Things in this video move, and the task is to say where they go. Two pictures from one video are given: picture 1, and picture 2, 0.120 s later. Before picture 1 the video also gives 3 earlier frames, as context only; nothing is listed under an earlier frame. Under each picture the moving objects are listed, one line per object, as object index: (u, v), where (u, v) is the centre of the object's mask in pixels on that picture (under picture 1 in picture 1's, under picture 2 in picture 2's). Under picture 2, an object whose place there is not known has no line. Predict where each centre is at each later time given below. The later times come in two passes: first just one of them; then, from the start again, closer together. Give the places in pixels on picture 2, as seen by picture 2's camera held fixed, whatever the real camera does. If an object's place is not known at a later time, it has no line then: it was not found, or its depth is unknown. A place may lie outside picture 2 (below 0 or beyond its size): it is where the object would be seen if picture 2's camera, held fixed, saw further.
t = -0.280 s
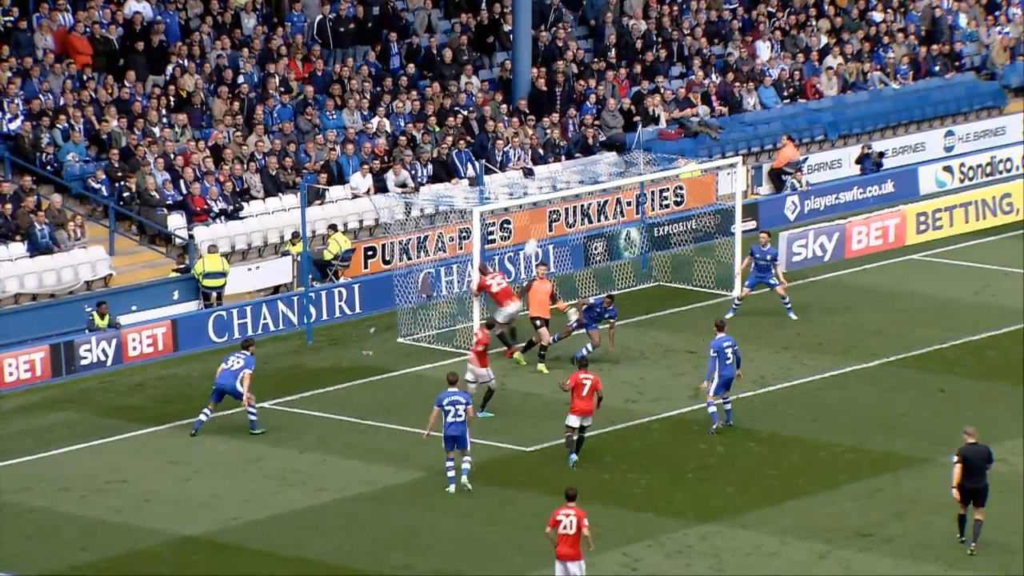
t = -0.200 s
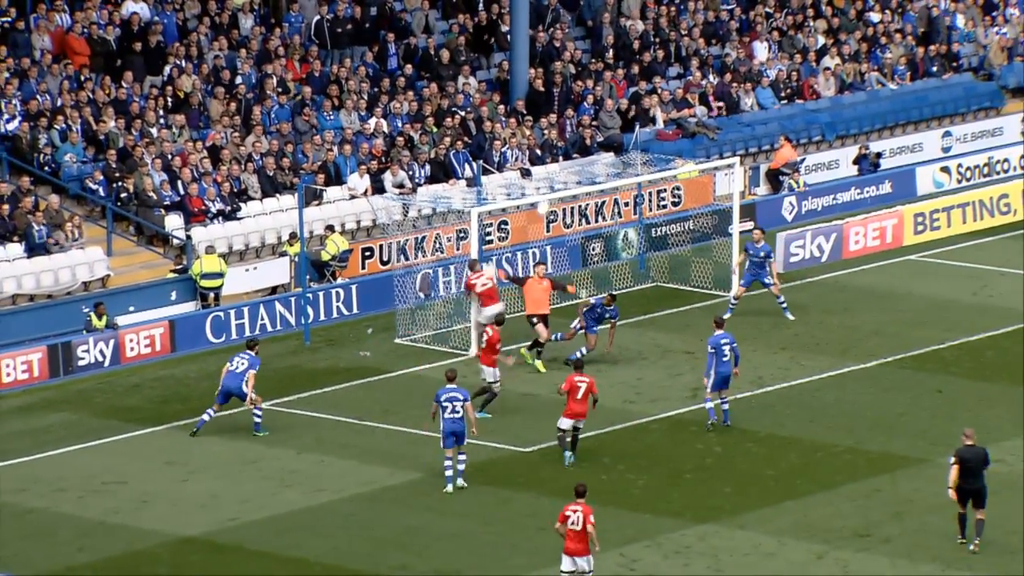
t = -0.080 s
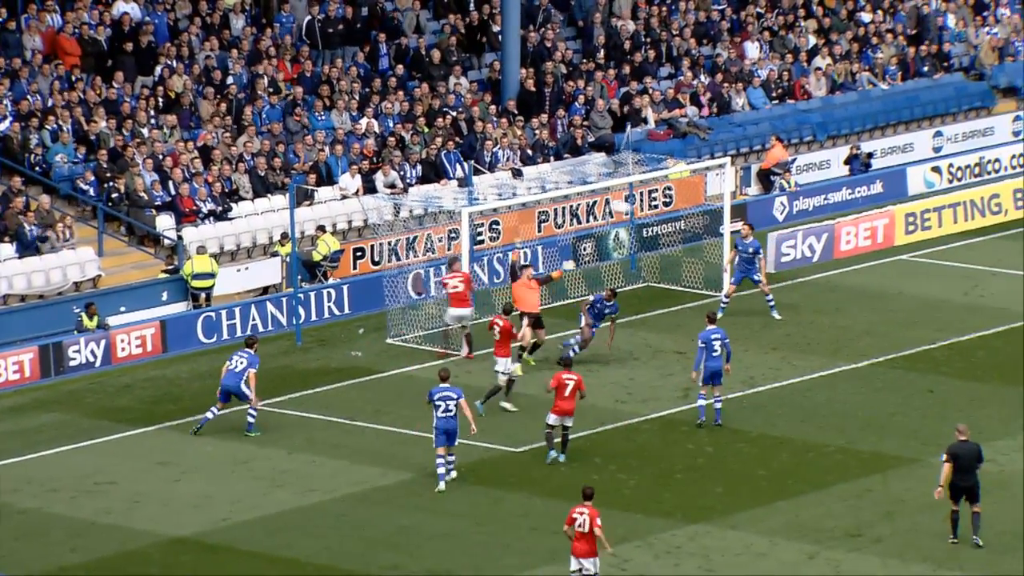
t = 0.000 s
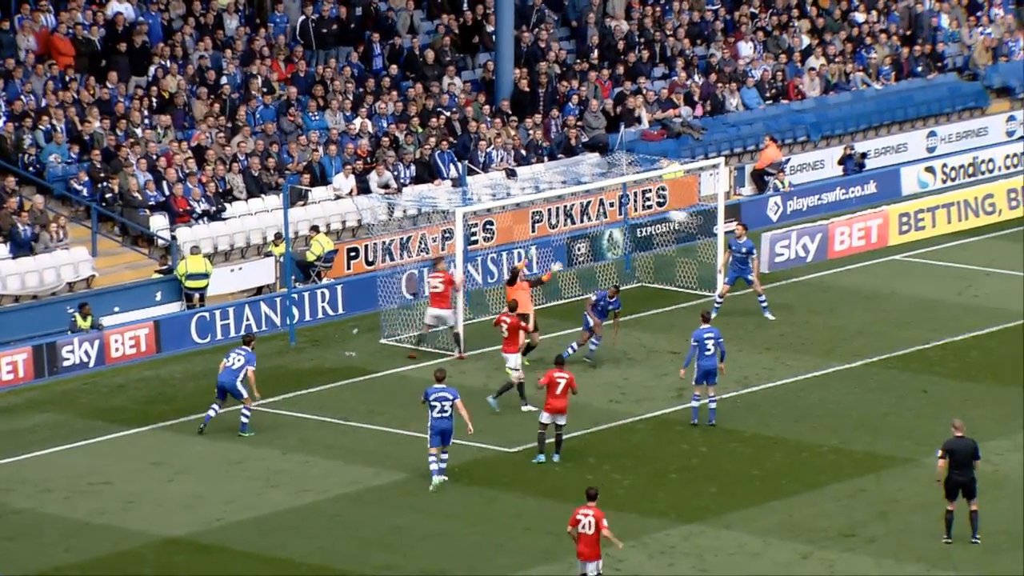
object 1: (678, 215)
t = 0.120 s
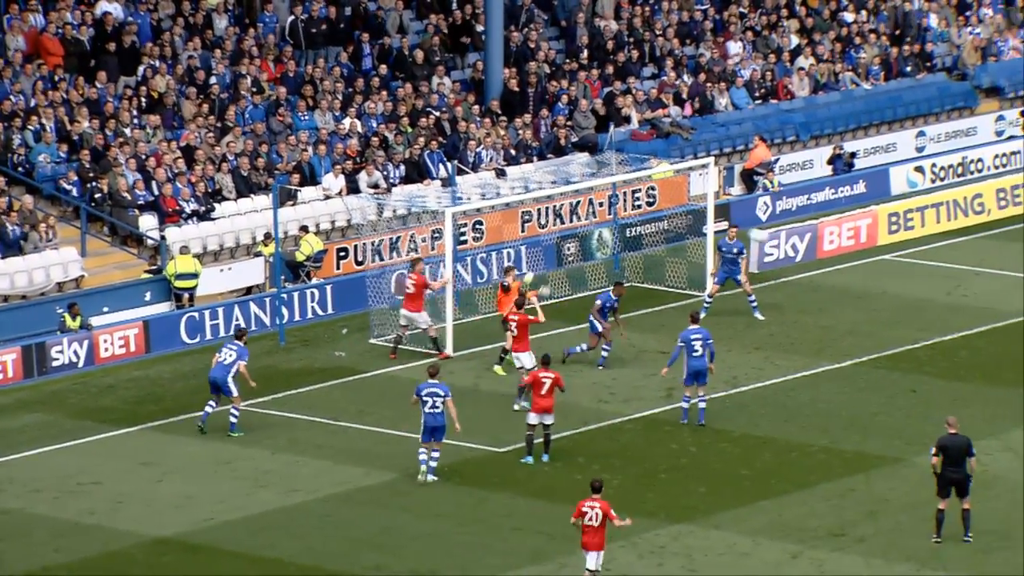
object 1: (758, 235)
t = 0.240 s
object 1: (845, 259)
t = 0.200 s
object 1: (816, 250)
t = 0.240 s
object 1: (845, 259)
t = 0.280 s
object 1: (873, 269)
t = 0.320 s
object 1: (901, 279)
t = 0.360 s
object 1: (927, 289)
